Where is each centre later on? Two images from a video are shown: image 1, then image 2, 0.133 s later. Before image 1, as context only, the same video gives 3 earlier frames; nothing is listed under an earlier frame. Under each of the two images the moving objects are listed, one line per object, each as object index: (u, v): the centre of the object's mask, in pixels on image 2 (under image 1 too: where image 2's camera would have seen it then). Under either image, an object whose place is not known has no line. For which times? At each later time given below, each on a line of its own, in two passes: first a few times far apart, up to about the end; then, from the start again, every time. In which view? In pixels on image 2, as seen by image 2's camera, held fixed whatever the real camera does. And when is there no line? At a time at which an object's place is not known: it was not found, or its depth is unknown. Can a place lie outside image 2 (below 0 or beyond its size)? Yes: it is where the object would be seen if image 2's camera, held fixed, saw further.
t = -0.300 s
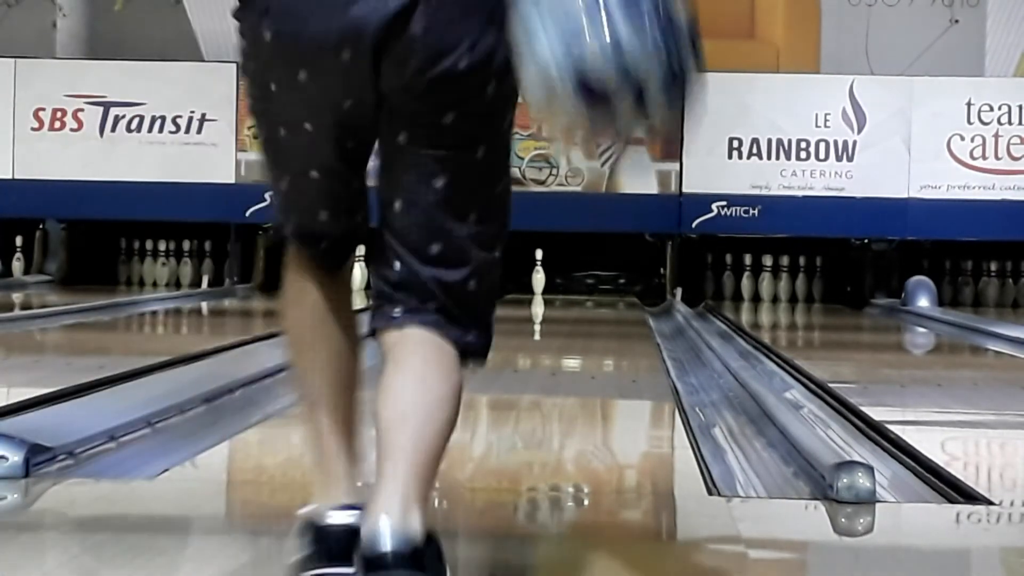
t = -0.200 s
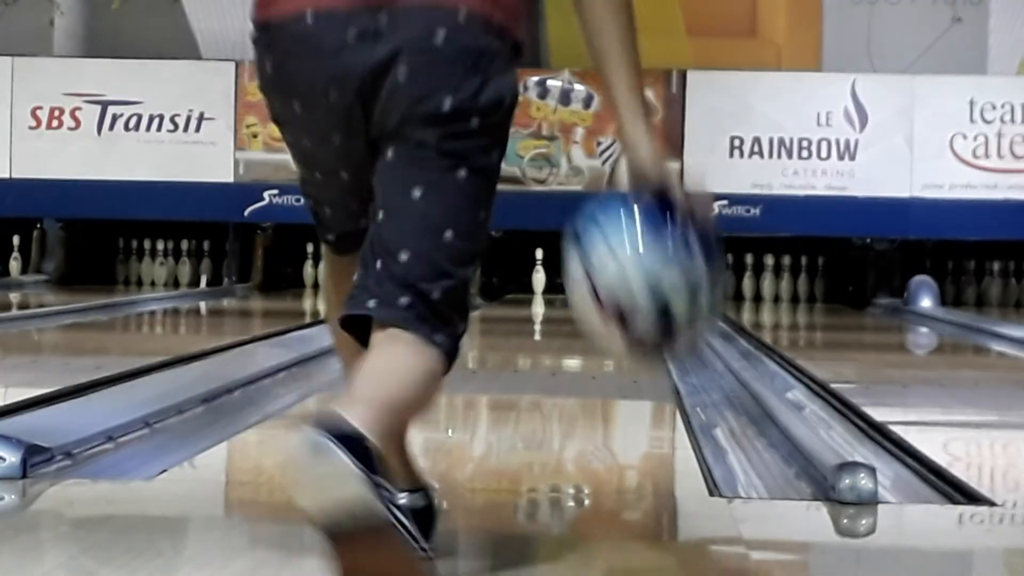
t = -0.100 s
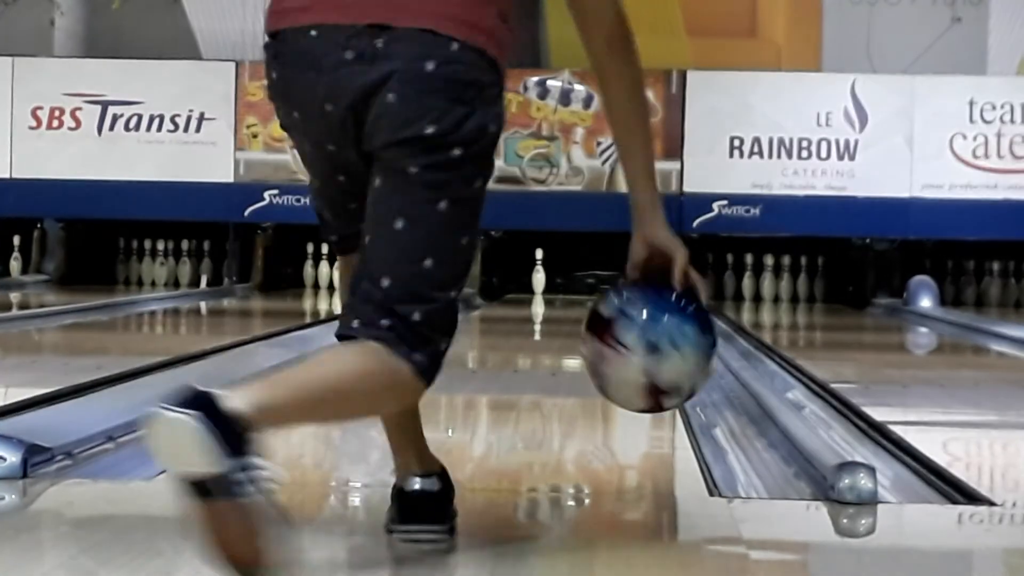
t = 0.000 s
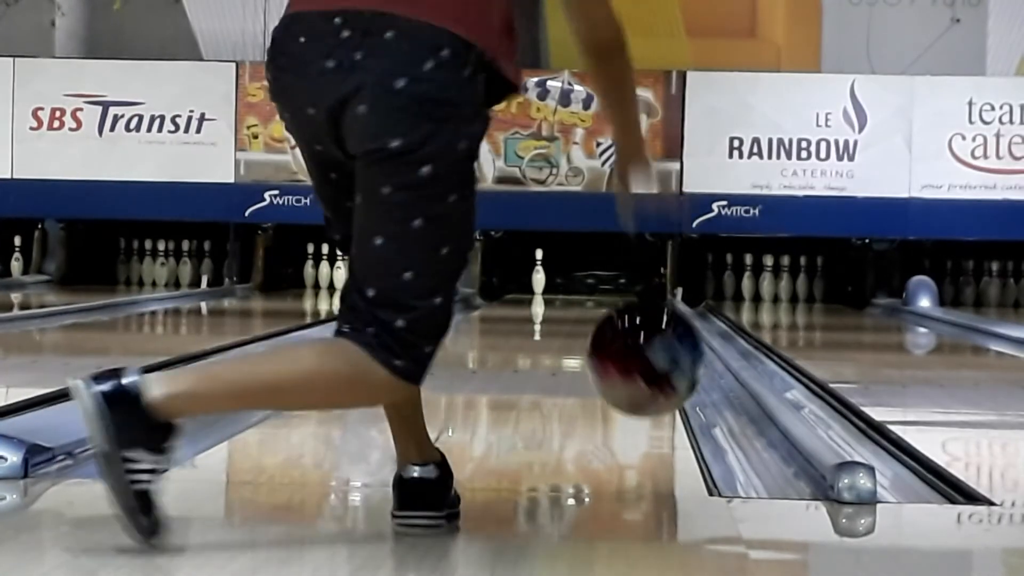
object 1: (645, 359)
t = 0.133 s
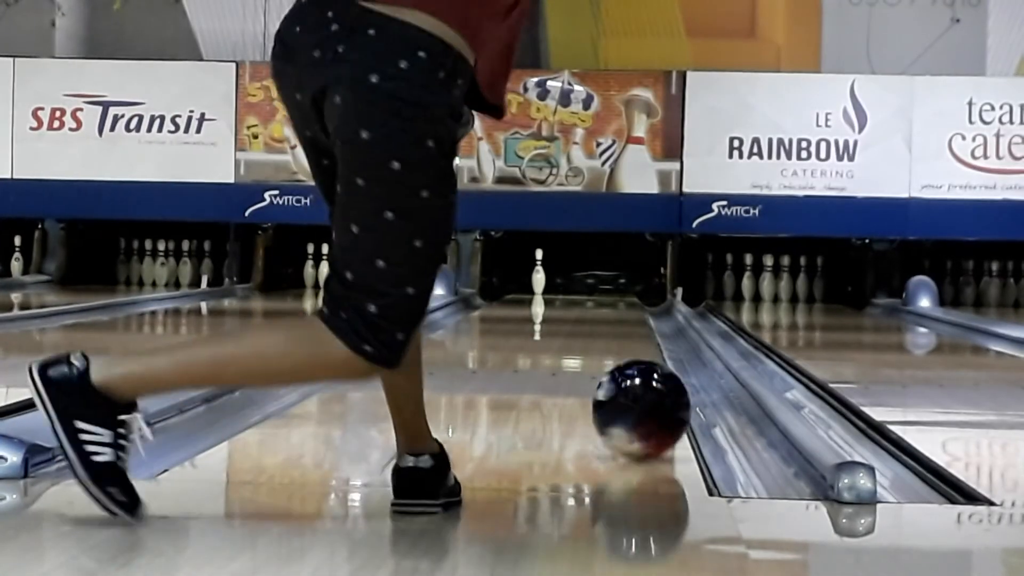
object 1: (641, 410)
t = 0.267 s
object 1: (640, 387)
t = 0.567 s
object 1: (638, 353)
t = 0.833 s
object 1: (638, 333)
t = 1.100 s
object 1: (638, 320)
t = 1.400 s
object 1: (638, 309)
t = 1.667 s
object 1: (639, 302)
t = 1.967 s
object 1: (641, 296)
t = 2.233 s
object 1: (643, 292)
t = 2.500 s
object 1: (652, 294)
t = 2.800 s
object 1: (653, 293)
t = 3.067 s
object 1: (653, 297)
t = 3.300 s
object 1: (653, 296)
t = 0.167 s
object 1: (640, 404)
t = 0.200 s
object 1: (641, 398)
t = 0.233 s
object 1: (640, 392)
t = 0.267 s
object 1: (640, 387)
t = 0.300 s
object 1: (640, 383)
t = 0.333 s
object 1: (639, 378)
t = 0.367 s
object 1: (639, 375)
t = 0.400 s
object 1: (639, 370)
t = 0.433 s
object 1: (639, 366)
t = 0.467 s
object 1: (638, 363)
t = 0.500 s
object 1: (638, 359)
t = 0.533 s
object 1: (637, 356)
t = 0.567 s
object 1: (638, 353)
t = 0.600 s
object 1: (637, 350)
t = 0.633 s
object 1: (637, 347)
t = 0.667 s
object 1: (638, 346)
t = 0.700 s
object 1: (638, 343)
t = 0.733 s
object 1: (638, 340)
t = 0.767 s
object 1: (638, 338)
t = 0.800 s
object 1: (638, 336)
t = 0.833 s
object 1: (638, 333)
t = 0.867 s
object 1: (638, 332)
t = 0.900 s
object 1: (638, 330)
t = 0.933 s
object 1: (637, 328)
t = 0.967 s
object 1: (638, 327)
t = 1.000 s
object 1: (637, 325)
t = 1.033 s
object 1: (637, 323)
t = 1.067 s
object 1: (637, 322)
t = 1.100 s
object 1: (638, 320)
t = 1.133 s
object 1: (638, 319)
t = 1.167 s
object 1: (638, 318)
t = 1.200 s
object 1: (638, 316)
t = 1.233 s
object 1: (638, 316)
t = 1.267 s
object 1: (638, 315)
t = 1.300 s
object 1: (639, 313)
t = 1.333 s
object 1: (639, 312)
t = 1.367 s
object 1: (639, 312)
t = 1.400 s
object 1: (638, 309)
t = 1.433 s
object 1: (638, 308)
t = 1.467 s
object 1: (638, 307)
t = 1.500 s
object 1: (638, 306)
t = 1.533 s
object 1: (639, 305)
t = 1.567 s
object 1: (639, 305)
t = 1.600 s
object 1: (639, 304)
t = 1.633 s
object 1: (639, 303)
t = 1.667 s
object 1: (639, 302)
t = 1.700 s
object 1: (639, 302)
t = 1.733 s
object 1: (640, 301)
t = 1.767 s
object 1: (641, 300)
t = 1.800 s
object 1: (641, 299)
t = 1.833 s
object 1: (641, 299)
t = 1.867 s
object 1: (642, 298)
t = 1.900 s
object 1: (642, 297)
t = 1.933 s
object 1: (642, 296)
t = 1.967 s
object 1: (641, 296)
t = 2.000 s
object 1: (641, 295)
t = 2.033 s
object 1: (641, 295)
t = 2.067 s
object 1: (641, 294)
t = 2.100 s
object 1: (640, 295)
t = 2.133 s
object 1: (640, 292)
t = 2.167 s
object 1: (642, 293)
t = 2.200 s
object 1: (642, 292)
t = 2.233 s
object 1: (643, 292)
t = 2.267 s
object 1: (644, 291)
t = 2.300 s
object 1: (646, 291)
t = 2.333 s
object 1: (645, 290)
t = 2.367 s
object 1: (647, 291)
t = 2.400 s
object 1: (650, 293)
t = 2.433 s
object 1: (654, 296)
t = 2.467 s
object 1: (651, 293)
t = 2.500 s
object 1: (652, 294)
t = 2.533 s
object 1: (654, 296)
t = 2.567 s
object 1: (653, 295)
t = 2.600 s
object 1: (652, 294)
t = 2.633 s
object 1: (651, 293)
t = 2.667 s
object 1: (652, 293)
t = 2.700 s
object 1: (653, 293)
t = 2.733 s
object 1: (653, 294)
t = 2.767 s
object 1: (653, 294)
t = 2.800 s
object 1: (653, 293)
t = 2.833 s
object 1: (654, 295)
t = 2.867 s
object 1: (653, 295)
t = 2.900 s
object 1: (653, 294)
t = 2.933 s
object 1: (652, 294)
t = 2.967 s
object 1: (652, 295)
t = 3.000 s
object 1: (651, 296)
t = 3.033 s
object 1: (652, 296)
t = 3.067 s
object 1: (653, 297)
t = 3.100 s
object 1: (653, 297)
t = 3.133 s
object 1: (654, 298)
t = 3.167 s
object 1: (654, 291)
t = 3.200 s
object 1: (654, 292)
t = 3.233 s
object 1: (653, 291)
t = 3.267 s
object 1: (653, 292)
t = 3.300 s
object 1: (653, 296)
